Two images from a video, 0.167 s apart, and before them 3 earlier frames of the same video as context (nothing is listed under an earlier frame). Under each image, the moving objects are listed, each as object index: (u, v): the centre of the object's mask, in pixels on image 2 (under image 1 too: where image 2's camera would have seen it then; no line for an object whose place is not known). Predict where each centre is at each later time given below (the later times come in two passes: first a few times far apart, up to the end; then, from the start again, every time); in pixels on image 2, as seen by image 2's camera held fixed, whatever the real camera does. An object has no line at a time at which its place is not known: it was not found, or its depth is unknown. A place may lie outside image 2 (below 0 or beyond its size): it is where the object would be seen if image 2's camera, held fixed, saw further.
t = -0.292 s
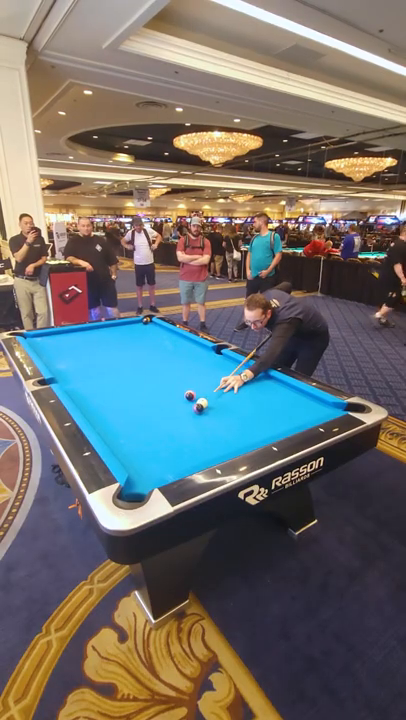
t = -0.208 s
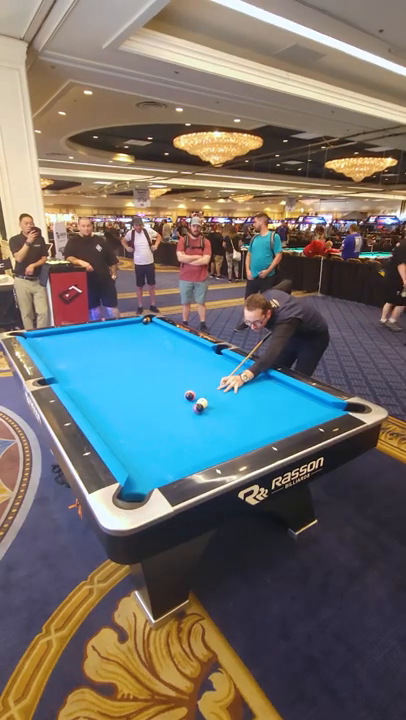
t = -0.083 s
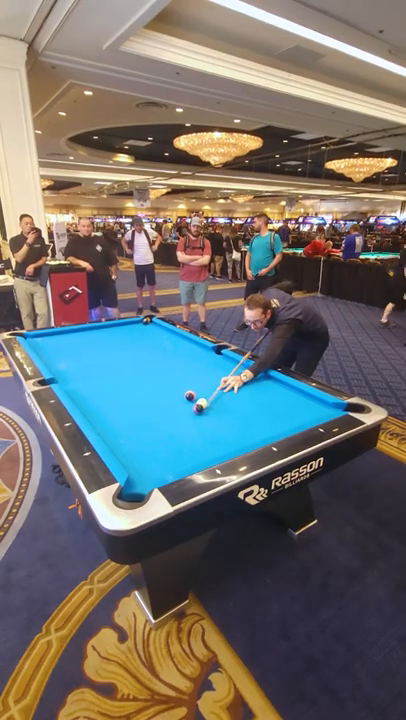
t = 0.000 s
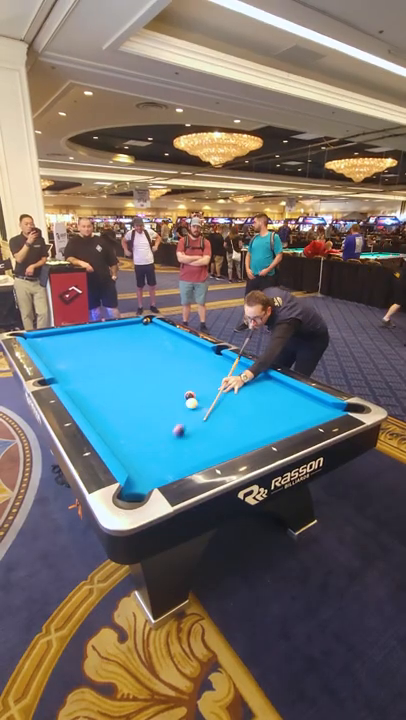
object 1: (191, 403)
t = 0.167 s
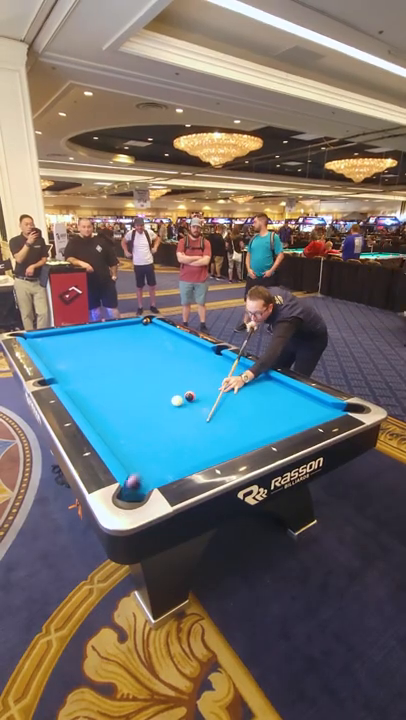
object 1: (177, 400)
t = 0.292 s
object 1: (170, 395)
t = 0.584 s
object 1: (164, 383)
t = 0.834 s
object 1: (160, 375)
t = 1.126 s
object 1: (155, 365)
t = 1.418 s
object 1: (152, 358)
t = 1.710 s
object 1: (150, 351)
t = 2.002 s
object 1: (147, 346)
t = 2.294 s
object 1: (145, 341)
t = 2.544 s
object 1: (144, 337)
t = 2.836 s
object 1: (143, 333)
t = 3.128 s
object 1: (142, 329)
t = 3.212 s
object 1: (142, 328)
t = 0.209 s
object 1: (174, 399)
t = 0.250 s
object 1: (172, 397)
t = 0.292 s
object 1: (170, 395)
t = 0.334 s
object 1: (169, 394)
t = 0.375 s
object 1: (168, 392)
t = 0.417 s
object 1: (168, 390)
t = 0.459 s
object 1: (167, 389)
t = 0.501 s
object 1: (166, 387)
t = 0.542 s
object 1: (165, 385)
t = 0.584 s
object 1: (164, 383)
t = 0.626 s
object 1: (163, 382)
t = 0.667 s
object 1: (163, 380)
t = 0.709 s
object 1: (162, 379)
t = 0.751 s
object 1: (161, 378)
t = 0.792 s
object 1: (161, 376)
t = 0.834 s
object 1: (160, 375)
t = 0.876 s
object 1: (159, 373)
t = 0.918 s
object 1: (159, 372)
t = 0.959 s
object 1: (158, 370)
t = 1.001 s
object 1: (157, 369)
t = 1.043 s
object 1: (157, 368)
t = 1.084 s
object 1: (156, 366)
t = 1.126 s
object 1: (155, 365)
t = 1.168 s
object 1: (155, 364)
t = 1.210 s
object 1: (155, 363)
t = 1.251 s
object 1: (154, 362)
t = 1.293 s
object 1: (154, 361)
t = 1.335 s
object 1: (153, 360)
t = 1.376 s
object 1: (153, 359)
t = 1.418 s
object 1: (152, 358)
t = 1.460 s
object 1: (152, 357)
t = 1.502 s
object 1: (152, 356)
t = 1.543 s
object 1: (151, 355)
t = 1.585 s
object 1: (151, 354)
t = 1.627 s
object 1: (150, 353)
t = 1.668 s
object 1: (150, 352)
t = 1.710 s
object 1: (150, 351)
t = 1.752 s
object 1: (149, 350)
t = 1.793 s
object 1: (149, 350)
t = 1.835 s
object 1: (149, 349)
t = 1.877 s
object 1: (148, 348)
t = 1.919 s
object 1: (148, 347)
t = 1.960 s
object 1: (147, 346)
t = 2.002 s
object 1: (147, 346)
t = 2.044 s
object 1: (147, 345)
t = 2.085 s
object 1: (147, 344)
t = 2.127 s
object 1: (147, 344)
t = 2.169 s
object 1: (146, 343)
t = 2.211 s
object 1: (146, 342)
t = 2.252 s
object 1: (146, 341)
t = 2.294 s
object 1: (145, 341)
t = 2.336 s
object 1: (145, 340)
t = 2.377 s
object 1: (145, 339)
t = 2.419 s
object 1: (145, 338)
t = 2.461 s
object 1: (145, 338)
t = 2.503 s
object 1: (144, 337)
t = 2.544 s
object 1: (144, 337)
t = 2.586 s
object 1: (144, 336)
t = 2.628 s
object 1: (144, 335)
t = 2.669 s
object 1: (143, 335)
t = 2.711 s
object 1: (143, 335)
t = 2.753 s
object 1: (143, 334)
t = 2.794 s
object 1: (143, 333)
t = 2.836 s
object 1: (143, 333)
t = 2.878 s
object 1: (143, 332)
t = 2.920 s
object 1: (143, 332)
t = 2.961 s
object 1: (142, 331)
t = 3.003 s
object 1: (142, 331)
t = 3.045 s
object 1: (142, 330)
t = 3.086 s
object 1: (142, 330)
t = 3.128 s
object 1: (142, 329)
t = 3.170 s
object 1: (141, 329)
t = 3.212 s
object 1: (142, 328)
